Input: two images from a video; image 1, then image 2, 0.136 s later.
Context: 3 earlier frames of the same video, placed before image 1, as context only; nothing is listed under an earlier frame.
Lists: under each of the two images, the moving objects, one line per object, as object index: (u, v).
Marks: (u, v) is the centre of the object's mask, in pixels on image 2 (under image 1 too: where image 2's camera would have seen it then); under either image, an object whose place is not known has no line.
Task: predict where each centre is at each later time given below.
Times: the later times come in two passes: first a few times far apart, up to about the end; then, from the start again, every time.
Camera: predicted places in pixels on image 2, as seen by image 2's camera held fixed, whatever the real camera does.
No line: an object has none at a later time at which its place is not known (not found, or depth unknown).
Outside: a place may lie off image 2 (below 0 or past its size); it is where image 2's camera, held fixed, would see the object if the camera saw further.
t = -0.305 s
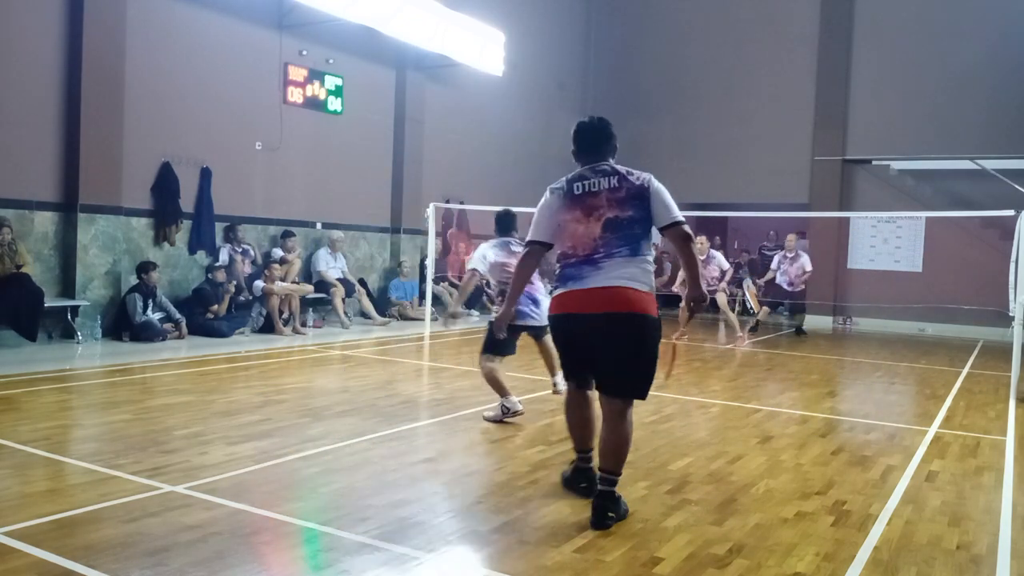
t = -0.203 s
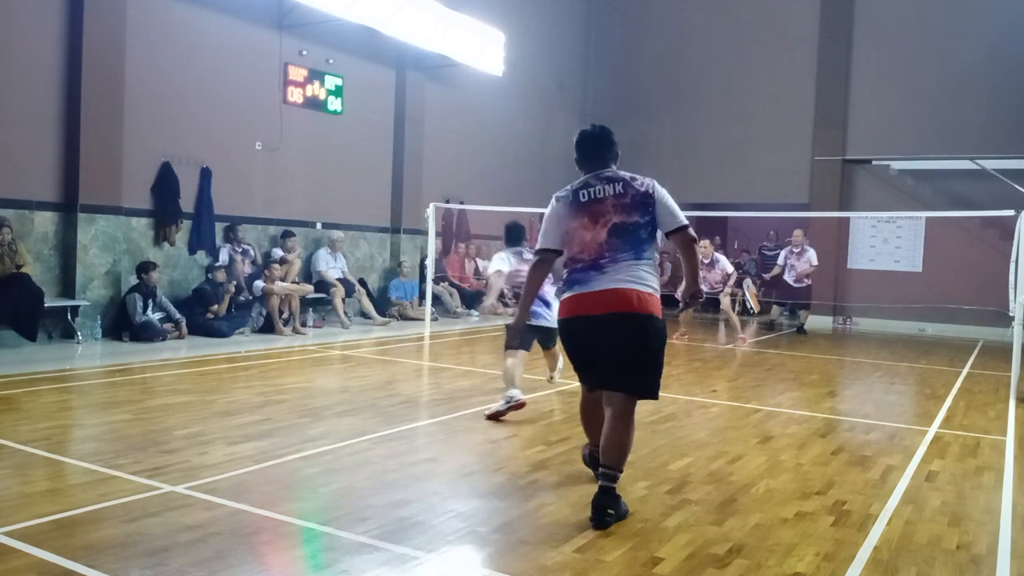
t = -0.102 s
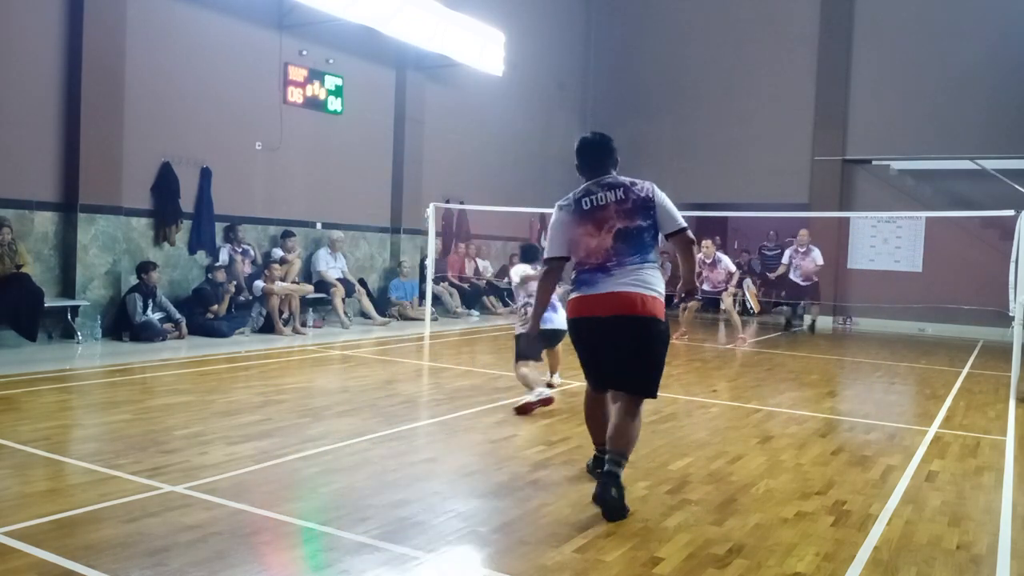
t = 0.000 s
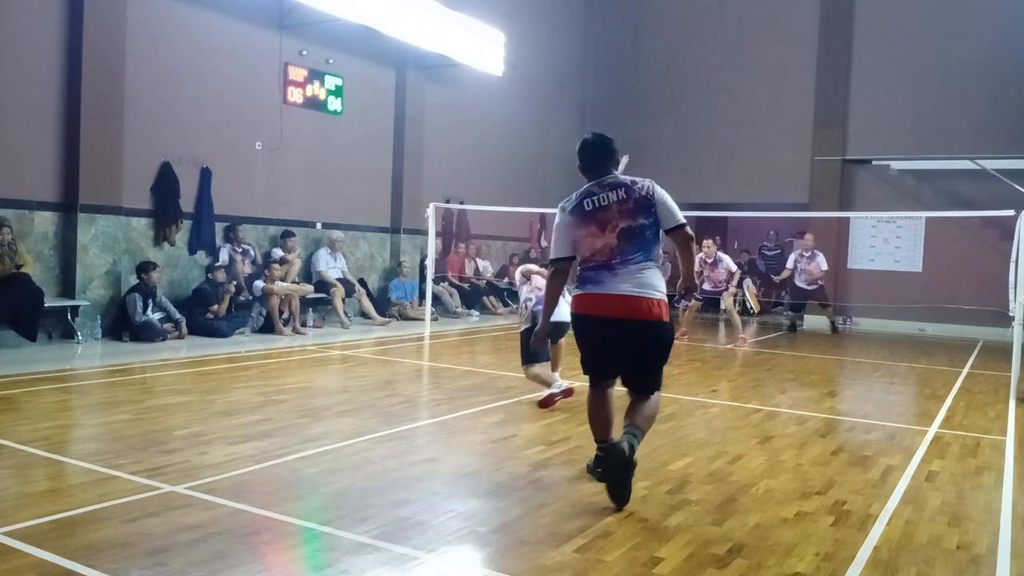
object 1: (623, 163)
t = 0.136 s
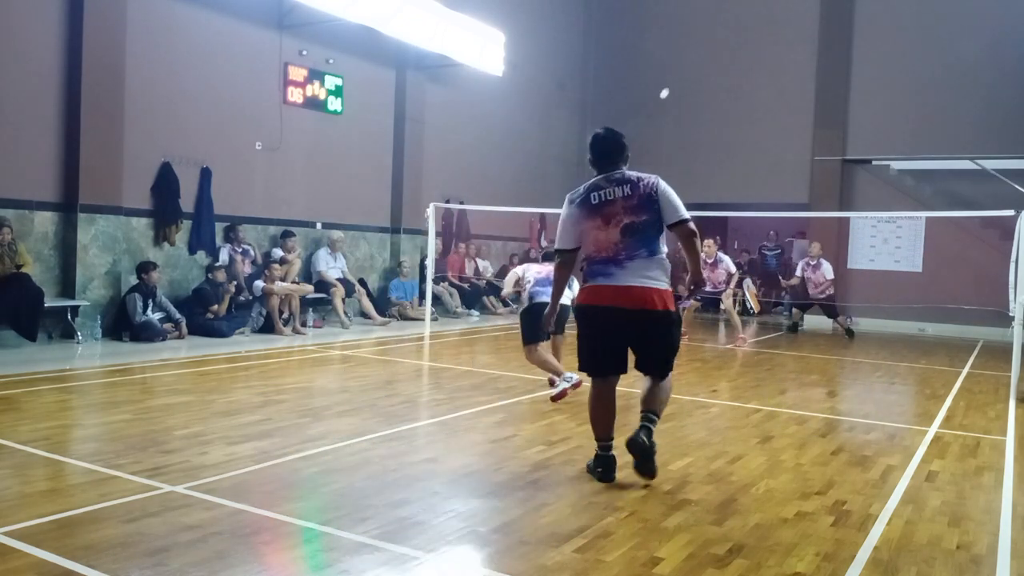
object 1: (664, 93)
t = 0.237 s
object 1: (682, 70)
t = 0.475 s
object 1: (705, 58)
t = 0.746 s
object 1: (721, 87)
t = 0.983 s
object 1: (728, 135)
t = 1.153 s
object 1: (731, 178)
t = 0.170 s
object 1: (670, 84)
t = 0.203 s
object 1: (676, 76)
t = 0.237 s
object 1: (682, 70)
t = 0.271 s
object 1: (686, 65)
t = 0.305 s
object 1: (690, 61)
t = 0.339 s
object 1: (694, 59)
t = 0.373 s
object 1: (697, 57)
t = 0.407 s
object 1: (700, 56)
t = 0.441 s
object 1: (703, 57)
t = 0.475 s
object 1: (705, 58)
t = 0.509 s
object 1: (708, 59)
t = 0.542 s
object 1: (710, 61)
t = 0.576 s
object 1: (712, 64)
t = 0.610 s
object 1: (714, 68)
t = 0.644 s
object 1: (716, 71)
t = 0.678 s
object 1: (718, 76)
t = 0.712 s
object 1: (719, 81)
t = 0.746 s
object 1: (721, 87)
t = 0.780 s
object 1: (722, 93)
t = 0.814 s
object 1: (724, 99)
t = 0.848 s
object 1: (725, 106)
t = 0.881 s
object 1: (726, 112)
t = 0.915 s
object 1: (727, 120)
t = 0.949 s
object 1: (728, 127)
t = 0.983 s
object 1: (728, 135)
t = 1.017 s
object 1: (729, 144)
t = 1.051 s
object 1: (730, 152)
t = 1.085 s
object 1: (730, 160)
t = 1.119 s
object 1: (731, 169)
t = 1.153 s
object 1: (731, 178)
